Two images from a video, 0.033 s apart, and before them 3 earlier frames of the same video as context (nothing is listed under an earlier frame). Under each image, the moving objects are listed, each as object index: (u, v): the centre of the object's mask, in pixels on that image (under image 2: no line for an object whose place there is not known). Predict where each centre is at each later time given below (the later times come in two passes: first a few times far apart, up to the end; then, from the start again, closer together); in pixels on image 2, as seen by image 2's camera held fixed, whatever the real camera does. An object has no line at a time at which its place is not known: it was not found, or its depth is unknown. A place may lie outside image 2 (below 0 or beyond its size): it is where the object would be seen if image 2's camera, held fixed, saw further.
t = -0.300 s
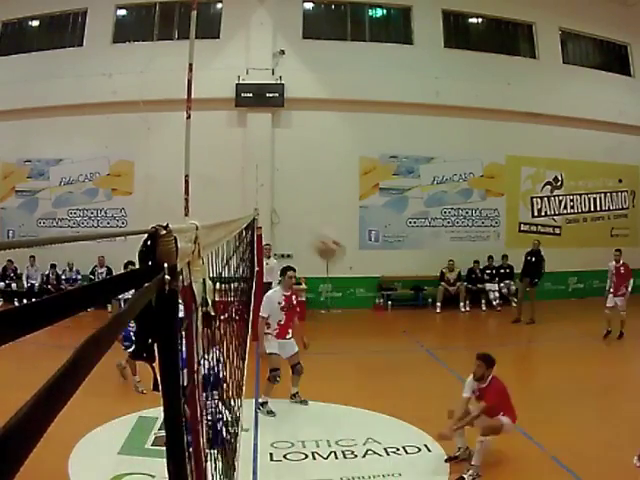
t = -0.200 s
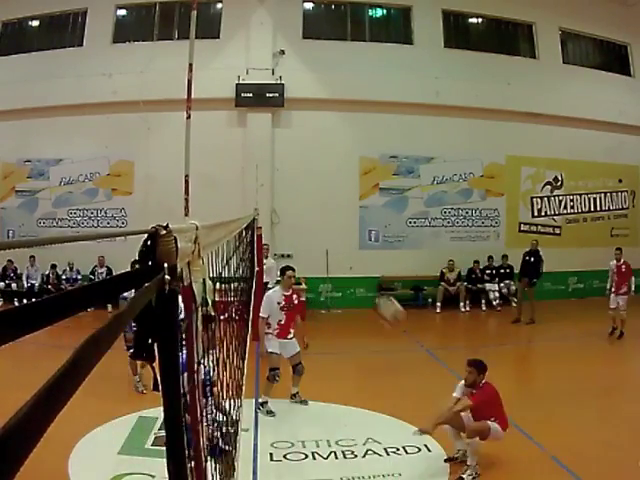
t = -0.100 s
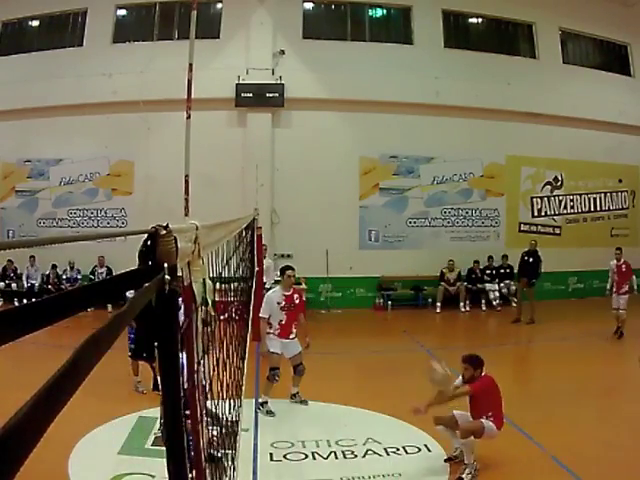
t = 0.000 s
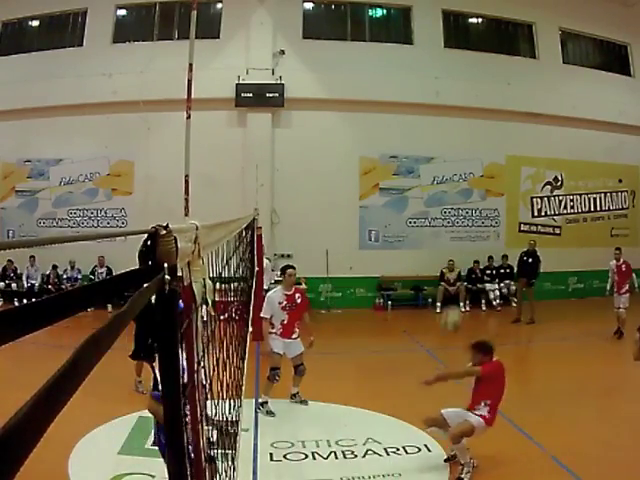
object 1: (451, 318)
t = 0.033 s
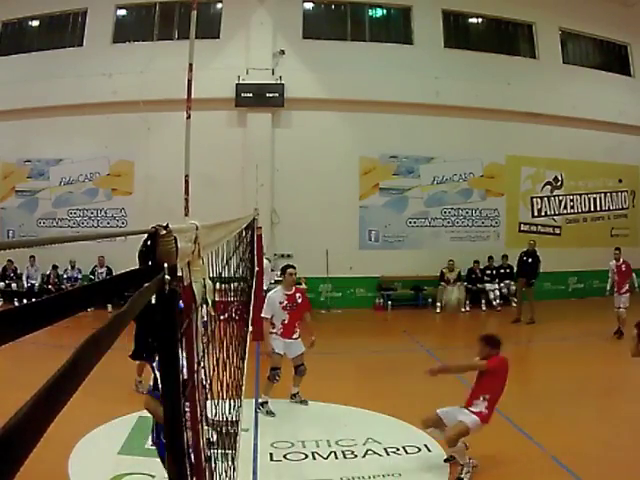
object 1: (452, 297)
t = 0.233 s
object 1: (463, 188)
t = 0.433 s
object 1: (471, 127)
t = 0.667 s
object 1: (482, 110)
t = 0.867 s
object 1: (490, 138)
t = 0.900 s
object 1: (492, 146)
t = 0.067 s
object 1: (454, 275)
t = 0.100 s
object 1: (458, 258)
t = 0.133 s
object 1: (458, 240)
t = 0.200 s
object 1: (461, 200)
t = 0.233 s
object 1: (463, 188)
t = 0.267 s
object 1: (465, 178)
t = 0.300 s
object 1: (465, 164)
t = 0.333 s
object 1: (467, 152)
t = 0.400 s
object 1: (470, 136)
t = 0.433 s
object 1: (471, 127)
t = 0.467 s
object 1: (473, 121)
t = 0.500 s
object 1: (474, 116)
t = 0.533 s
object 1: (476, 113)
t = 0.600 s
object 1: (479, 109)
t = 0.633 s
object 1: (480, 109)
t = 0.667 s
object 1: (482, 110)
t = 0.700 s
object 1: (483, 112)
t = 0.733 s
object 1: (484, 115)
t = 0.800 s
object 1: (487, 124)
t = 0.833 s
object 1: (488, 130)
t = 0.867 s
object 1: (490, 138)
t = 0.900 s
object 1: (492, 146)
